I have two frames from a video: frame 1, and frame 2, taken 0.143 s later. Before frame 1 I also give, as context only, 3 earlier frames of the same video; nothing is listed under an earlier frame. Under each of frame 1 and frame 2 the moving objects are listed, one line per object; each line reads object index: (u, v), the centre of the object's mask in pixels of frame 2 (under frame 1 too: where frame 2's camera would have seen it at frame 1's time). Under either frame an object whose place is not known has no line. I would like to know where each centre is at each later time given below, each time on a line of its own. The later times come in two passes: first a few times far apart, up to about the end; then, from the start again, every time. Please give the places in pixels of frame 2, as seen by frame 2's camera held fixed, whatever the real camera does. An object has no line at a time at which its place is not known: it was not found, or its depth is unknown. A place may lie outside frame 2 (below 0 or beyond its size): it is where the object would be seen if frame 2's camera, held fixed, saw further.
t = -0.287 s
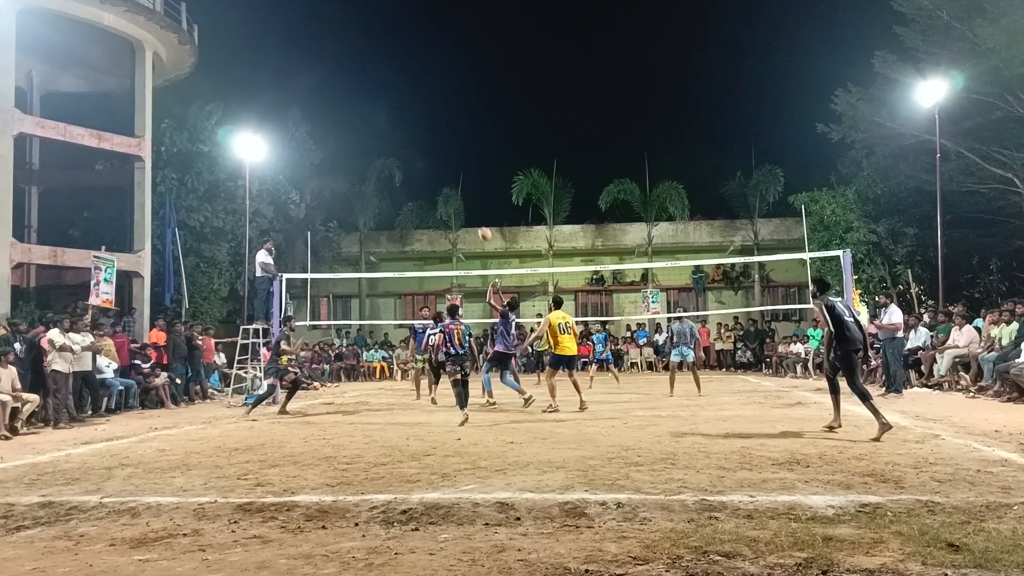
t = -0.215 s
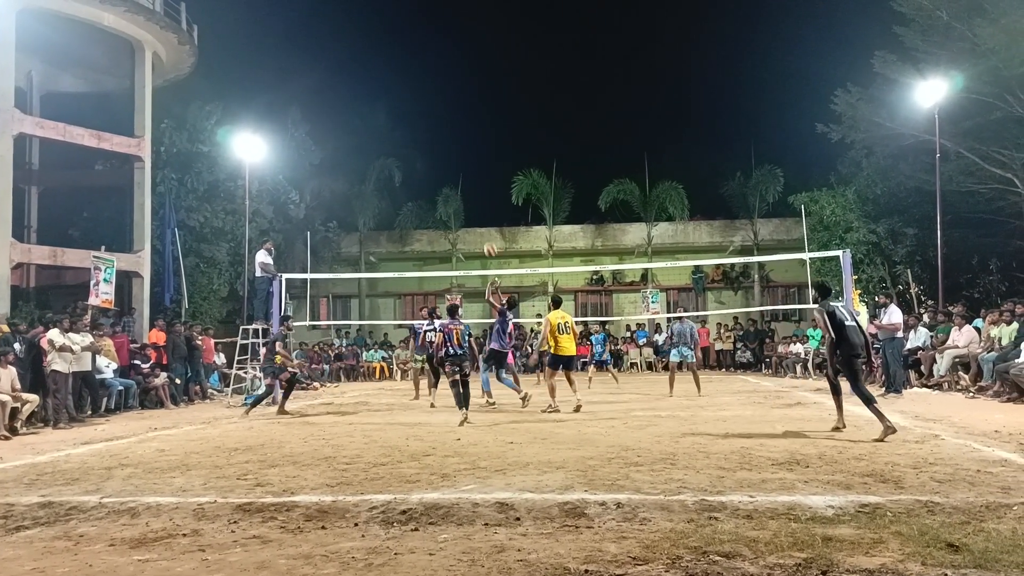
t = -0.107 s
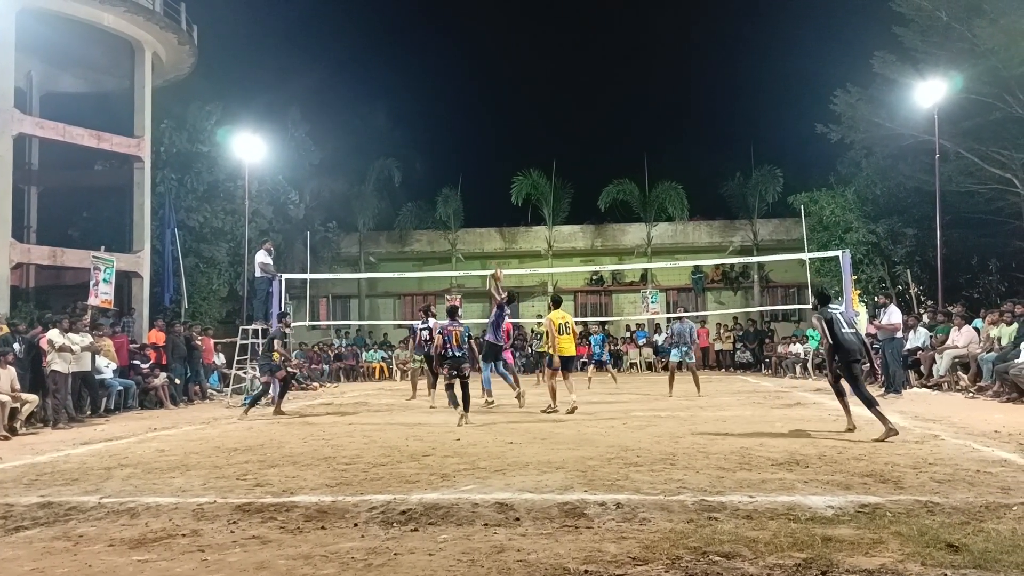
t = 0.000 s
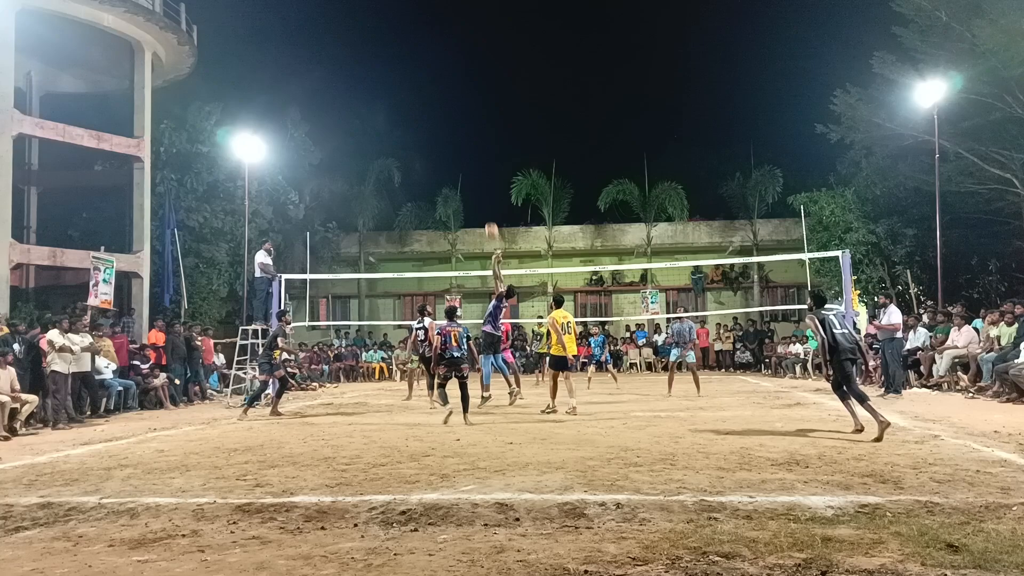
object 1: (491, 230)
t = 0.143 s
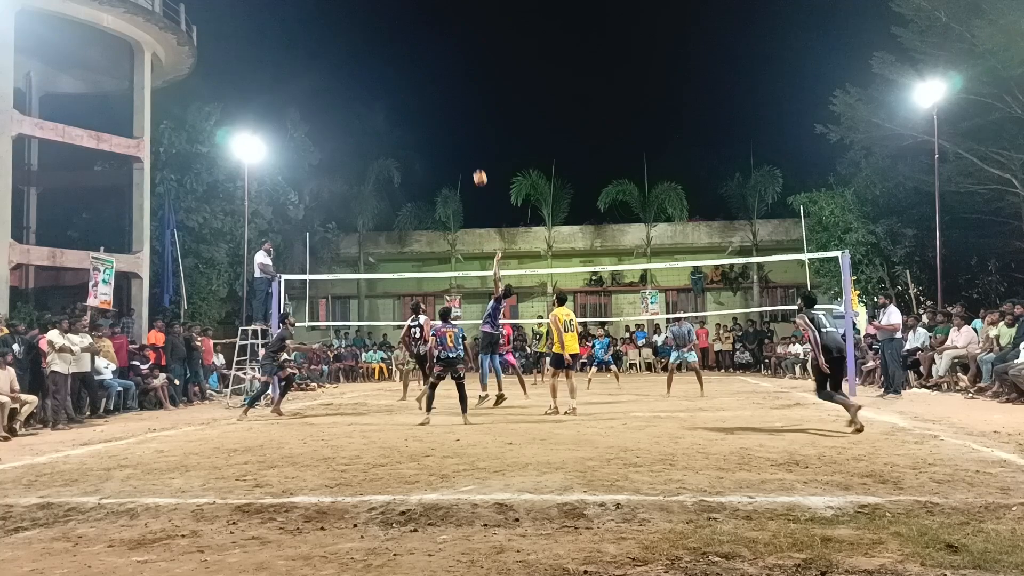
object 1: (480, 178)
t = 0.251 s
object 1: (471, 146)
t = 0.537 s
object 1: (449, 96)
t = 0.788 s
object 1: (433, 88)
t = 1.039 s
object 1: (417, 116)
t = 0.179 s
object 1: (477, 166)
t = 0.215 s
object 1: (474, 156)
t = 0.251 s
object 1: (471, 146)
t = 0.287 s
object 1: (468, 137)
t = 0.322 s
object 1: (465, 129)
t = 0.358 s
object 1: (463, 122)
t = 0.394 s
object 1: (460, 115)
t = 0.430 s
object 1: (457, 109)
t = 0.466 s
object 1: (455, 104)
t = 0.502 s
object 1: (452, 99)
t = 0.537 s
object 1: (449, 96)
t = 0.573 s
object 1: (447, 92)
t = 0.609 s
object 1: (444, 90)
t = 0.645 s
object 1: (442, 88)
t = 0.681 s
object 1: (440, 87)
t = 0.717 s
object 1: (437, 87)
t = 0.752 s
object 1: (435, 88)
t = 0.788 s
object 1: (433, 88)
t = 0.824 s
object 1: (430, 90)
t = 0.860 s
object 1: (428, 93)
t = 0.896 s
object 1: (426, 96)
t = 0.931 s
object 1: (424, 100)
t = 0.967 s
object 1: (422, 104)
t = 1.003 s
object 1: (419, 110)
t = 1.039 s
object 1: (417, 116)
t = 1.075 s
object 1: (415, 122)
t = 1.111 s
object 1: (413, 129)
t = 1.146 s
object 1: (411, 137)
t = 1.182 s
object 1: (408, 146)
